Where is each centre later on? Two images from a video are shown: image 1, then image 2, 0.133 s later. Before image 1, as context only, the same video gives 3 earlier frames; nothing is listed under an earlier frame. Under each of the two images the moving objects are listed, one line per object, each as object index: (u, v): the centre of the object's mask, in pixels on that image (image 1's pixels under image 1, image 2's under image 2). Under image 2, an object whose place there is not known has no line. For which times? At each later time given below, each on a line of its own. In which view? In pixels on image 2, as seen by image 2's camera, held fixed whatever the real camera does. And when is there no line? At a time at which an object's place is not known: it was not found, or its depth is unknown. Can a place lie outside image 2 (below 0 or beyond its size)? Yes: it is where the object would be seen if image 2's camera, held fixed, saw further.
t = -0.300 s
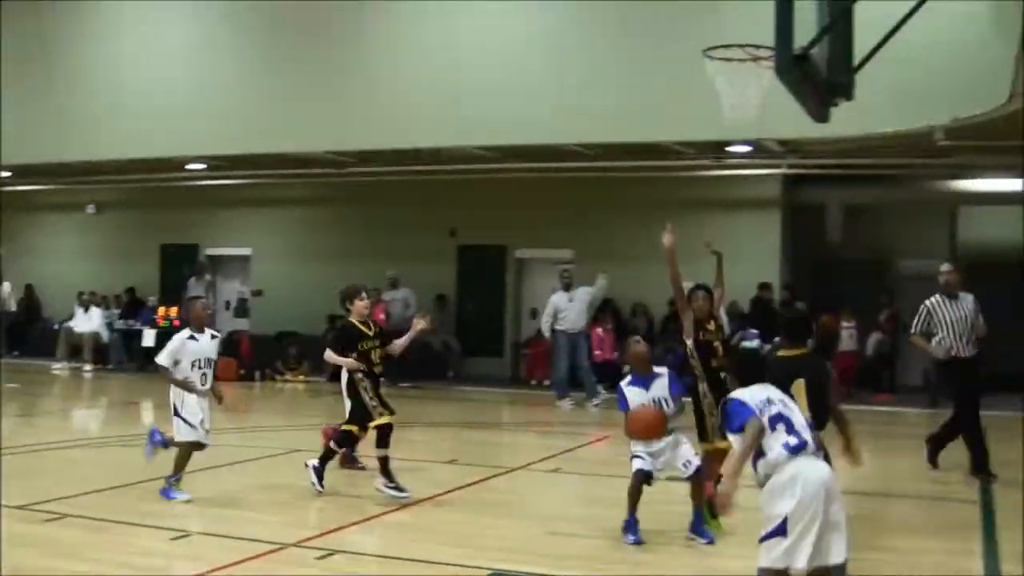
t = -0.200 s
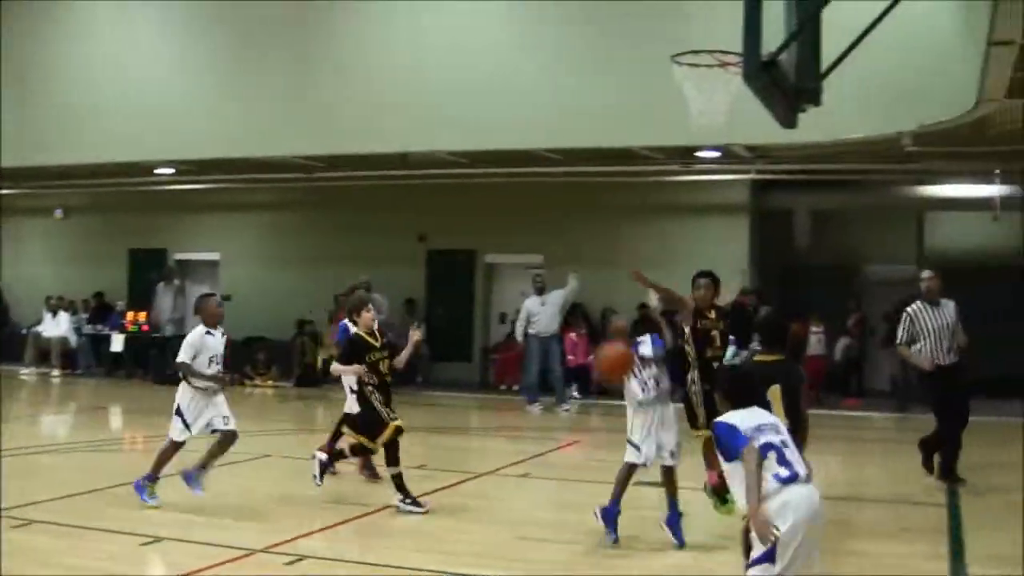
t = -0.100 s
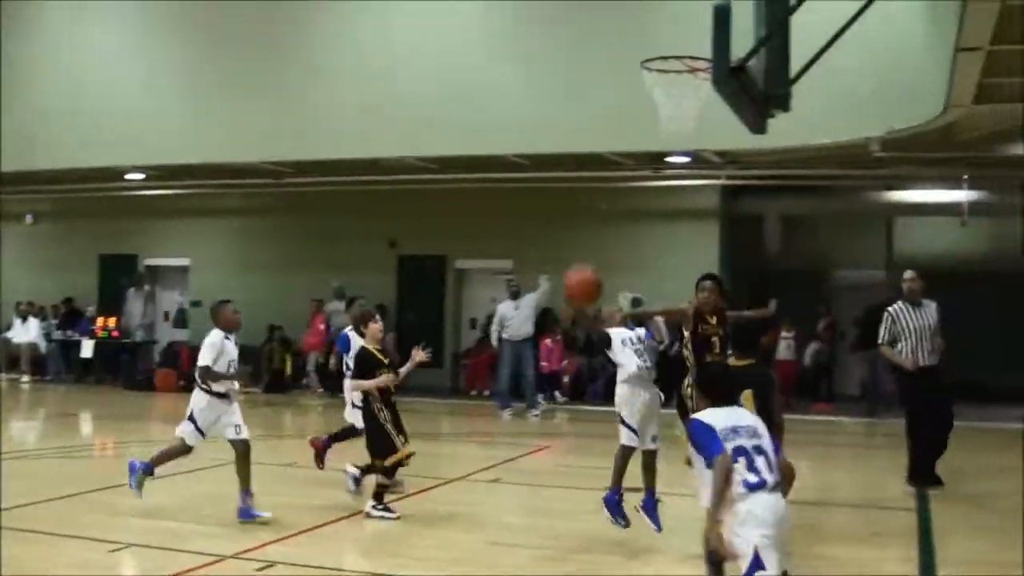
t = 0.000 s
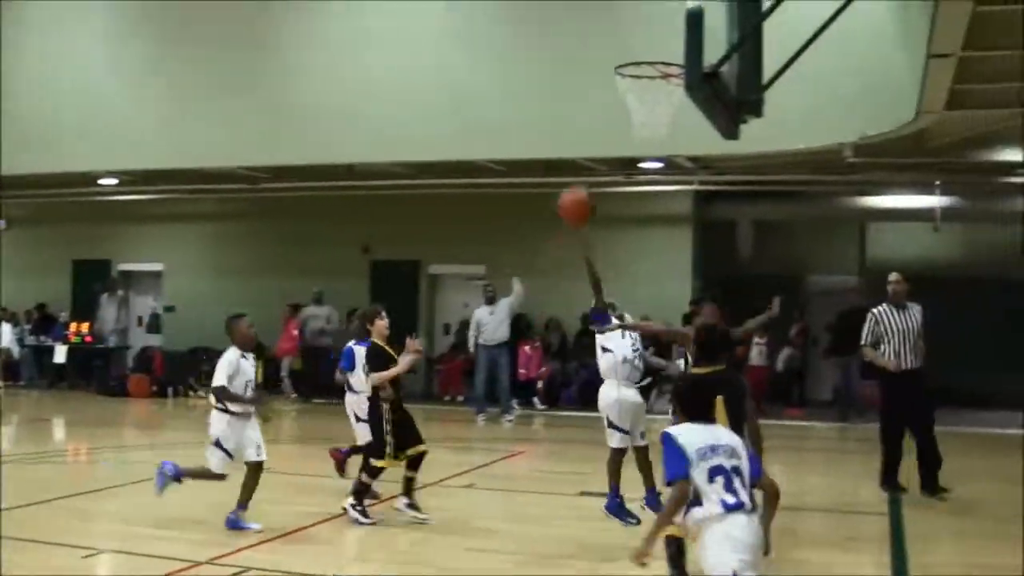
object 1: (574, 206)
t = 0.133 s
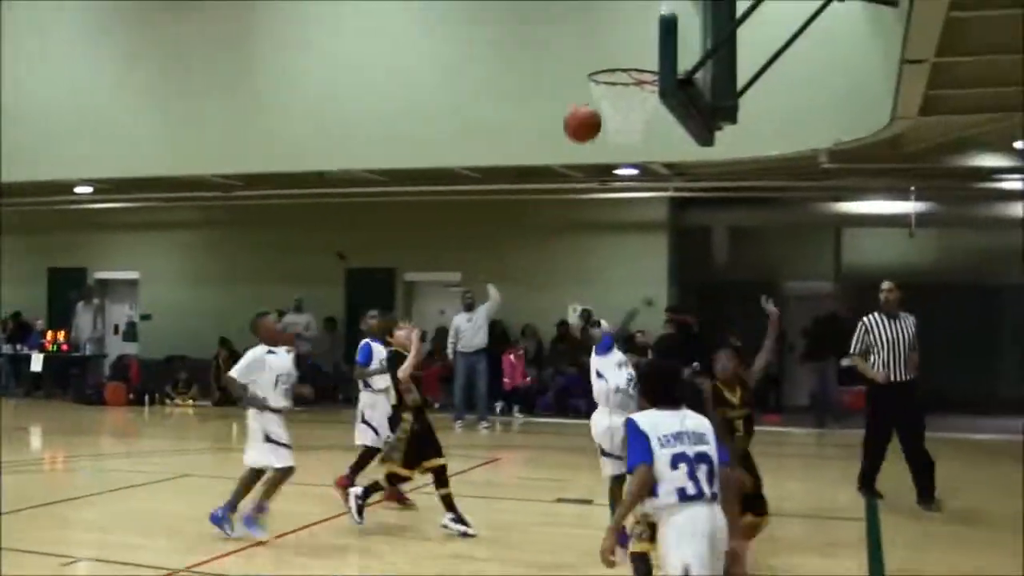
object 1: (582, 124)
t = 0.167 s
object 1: (590, 107)
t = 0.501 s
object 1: (651, 31)
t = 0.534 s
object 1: (648, 35)
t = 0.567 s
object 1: (645, 40)
